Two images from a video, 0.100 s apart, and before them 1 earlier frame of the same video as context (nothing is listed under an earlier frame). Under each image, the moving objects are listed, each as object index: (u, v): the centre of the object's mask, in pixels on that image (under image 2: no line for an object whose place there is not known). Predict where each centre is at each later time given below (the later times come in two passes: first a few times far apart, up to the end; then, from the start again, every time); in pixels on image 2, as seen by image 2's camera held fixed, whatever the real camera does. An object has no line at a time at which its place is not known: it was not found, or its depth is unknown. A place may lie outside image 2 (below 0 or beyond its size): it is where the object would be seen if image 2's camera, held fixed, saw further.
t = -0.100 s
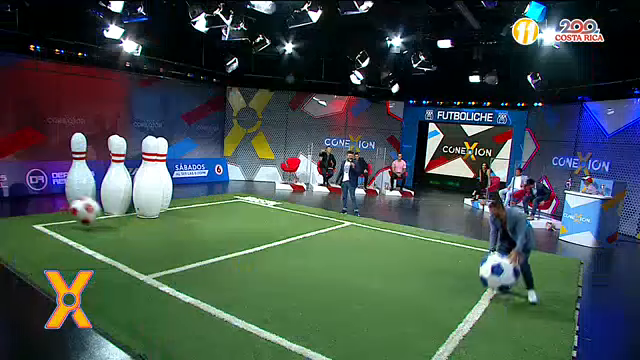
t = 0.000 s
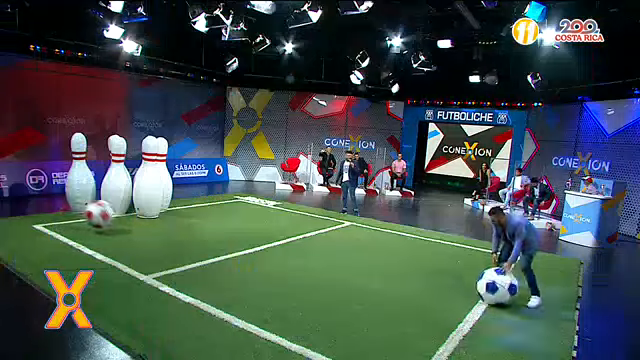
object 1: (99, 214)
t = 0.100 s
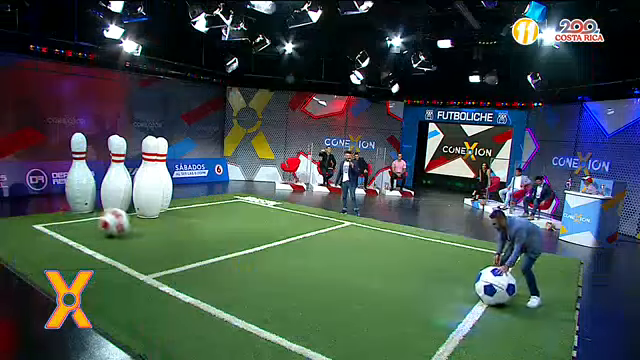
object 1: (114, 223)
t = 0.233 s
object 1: (134, 224)
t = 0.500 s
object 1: (176, 233)
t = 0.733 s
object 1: (214, 241)
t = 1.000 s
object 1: (257, 248)
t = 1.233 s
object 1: (296, 256)
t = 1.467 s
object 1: (334, 262)
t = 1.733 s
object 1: (380, 272)
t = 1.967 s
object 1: (419, 280)
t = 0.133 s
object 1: (119, 225)
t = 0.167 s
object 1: (125, 225)
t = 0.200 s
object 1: (130, 225)
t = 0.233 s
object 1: (134, 224)
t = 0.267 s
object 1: (139, 224)
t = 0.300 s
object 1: (144, 226)
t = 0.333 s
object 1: (149, 227)
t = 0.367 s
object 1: (155, 230)
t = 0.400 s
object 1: (160, 232)
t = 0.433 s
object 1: (165, 233)
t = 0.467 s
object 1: (171, 233)
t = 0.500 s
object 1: (176, 233)
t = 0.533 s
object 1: (181, 233)
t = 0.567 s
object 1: (187, 235)
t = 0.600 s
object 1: (192, 236)
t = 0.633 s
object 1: (198, 238)
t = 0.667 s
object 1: (204, 239)
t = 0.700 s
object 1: (209, 240)
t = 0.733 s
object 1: (214, 241)
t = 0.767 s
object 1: (219, 241)
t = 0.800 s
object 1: (224, 243)
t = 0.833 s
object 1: (229, 244)
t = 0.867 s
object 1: (235, 244)
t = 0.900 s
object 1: (240, 245)
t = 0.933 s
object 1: (246, 246)
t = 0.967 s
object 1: (251, 247)
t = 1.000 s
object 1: (257, 248)
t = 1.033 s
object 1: (262, 250)
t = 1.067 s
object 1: (268, 251)
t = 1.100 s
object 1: (273, 252)
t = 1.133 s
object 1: (279, 253)
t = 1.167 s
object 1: (285, 254)
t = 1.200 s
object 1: (290, 255)
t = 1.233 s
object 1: (296, 256)
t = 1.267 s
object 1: (301, 257)
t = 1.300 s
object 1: (307, 258)
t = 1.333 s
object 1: (312, 260)
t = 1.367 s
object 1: (318, 261)
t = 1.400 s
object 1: (324, 262)
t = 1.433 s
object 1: (329, 261)
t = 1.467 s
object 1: (334, 262)
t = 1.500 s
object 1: (340, 263)
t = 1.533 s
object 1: (346, 265)
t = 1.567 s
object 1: (351, 266)
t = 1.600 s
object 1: (356, 267)
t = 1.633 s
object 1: (362, 269)
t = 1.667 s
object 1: (367, 270)
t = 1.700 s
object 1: (373, 271)
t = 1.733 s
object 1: (380, 272)
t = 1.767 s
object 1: (385, 273)
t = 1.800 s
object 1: (390, 274)
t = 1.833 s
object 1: (396, 276)
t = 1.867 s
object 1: (402, 277)
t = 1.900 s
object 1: (408, 277)
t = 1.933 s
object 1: (412, 279)
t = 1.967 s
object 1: (419, 280)
